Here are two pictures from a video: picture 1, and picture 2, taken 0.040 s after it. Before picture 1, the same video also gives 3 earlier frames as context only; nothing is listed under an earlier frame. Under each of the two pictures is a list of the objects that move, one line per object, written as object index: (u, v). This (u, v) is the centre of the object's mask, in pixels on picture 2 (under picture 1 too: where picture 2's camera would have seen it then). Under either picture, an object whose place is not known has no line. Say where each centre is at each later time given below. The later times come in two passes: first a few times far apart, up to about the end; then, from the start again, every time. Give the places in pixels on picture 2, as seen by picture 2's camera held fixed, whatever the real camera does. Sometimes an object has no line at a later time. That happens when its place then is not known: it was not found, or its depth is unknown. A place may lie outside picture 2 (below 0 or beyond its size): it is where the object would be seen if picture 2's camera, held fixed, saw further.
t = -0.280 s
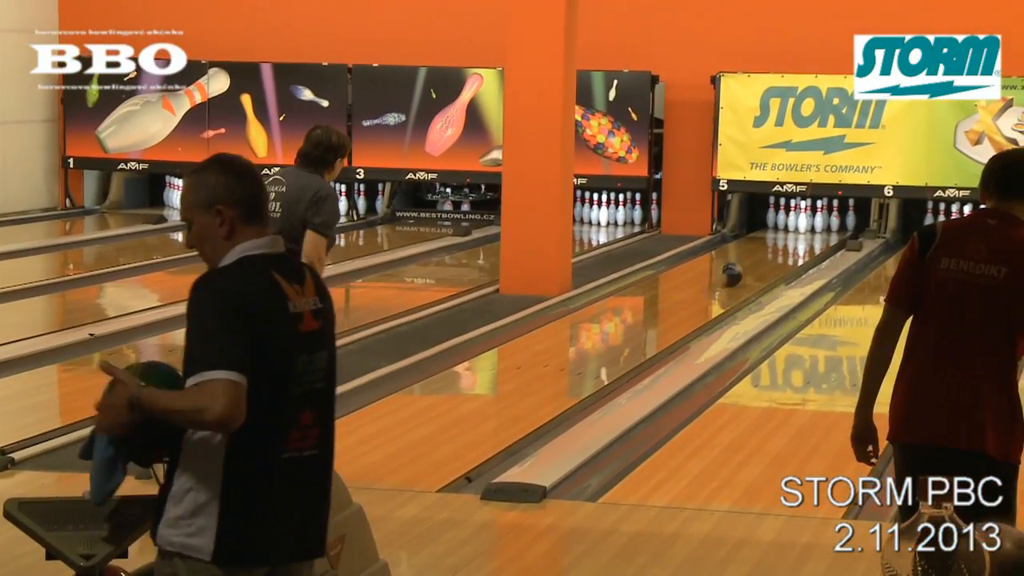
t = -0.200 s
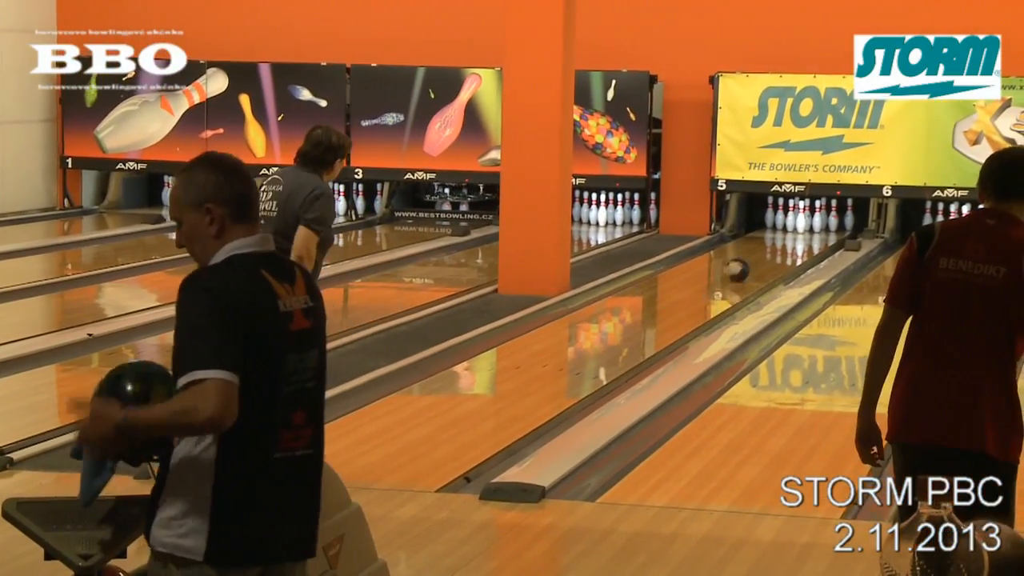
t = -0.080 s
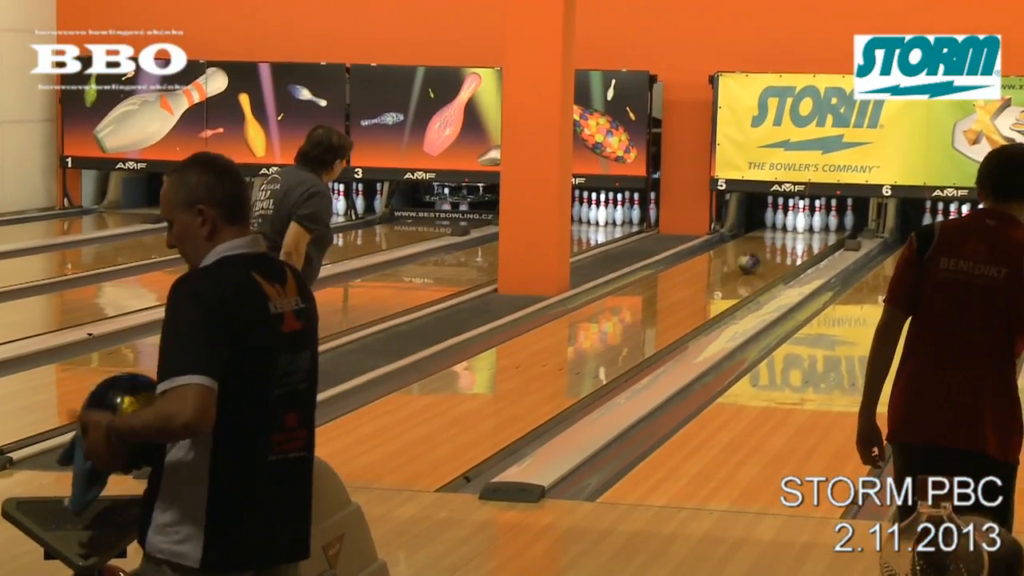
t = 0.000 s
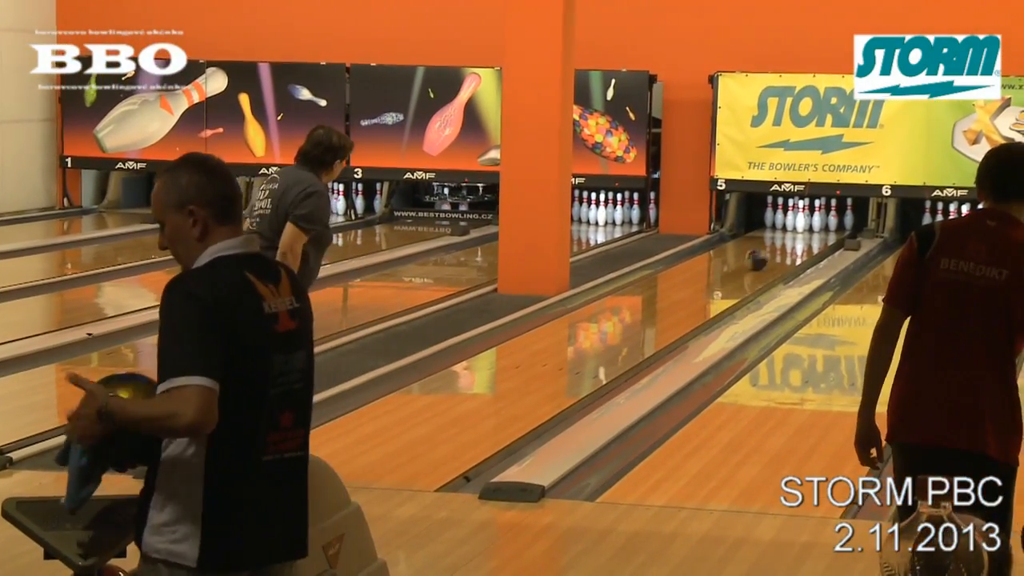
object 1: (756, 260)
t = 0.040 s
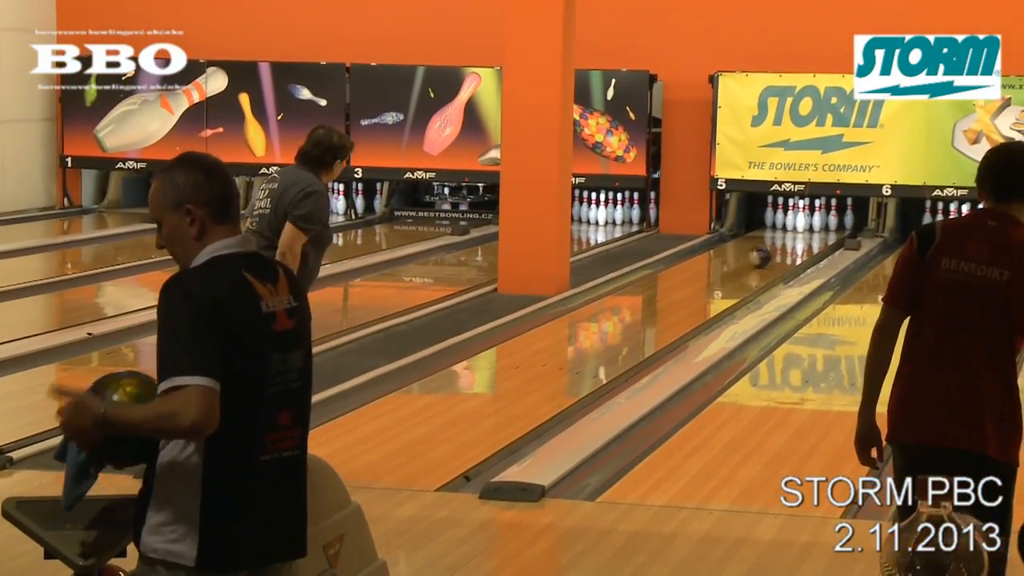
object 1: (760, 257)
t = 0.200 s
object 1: (772, 250)
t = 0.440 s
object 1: (787, 241)
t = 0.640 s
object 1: (794, 234)
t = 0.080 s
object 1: (764, 255)
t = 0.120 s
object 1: (766, 253)
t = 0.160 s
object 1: (769, 252)
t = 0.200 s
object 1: (772, 250)
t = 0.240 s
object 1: (775, 249)
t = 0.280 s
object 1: (777, 247)
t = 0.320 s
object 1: (780, 245)
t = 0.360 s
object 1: (782, 244)
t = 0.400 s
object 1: (784, 242)
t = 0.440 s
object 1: (787, 241)
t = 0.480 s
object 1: (788, 240)
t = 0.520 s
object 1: (790, 238)
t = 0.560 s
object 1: (792, 237)
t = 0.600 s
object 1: (793, 235)
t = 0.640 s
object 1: (794, 234)
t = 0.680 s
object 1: (795, 232)
